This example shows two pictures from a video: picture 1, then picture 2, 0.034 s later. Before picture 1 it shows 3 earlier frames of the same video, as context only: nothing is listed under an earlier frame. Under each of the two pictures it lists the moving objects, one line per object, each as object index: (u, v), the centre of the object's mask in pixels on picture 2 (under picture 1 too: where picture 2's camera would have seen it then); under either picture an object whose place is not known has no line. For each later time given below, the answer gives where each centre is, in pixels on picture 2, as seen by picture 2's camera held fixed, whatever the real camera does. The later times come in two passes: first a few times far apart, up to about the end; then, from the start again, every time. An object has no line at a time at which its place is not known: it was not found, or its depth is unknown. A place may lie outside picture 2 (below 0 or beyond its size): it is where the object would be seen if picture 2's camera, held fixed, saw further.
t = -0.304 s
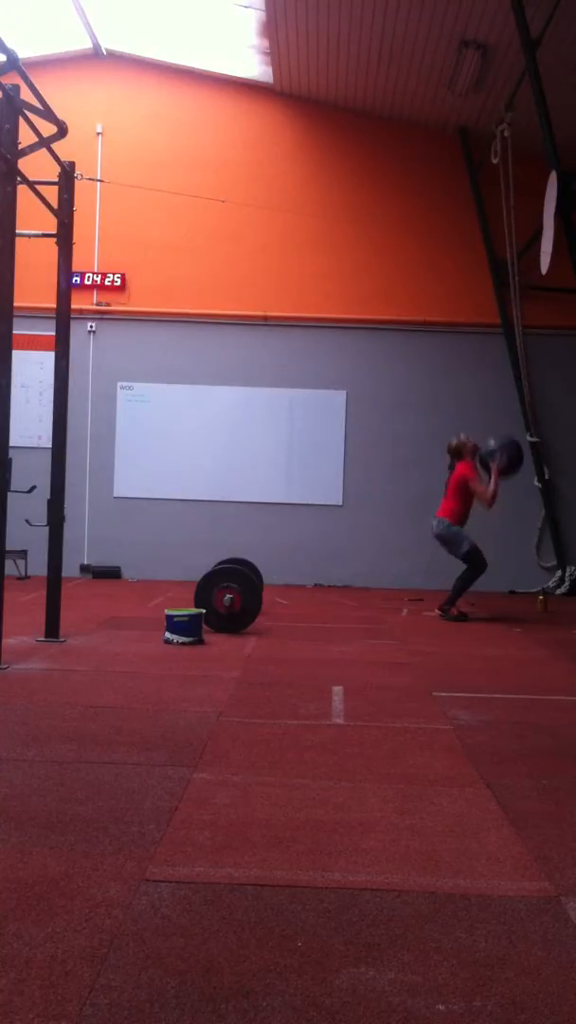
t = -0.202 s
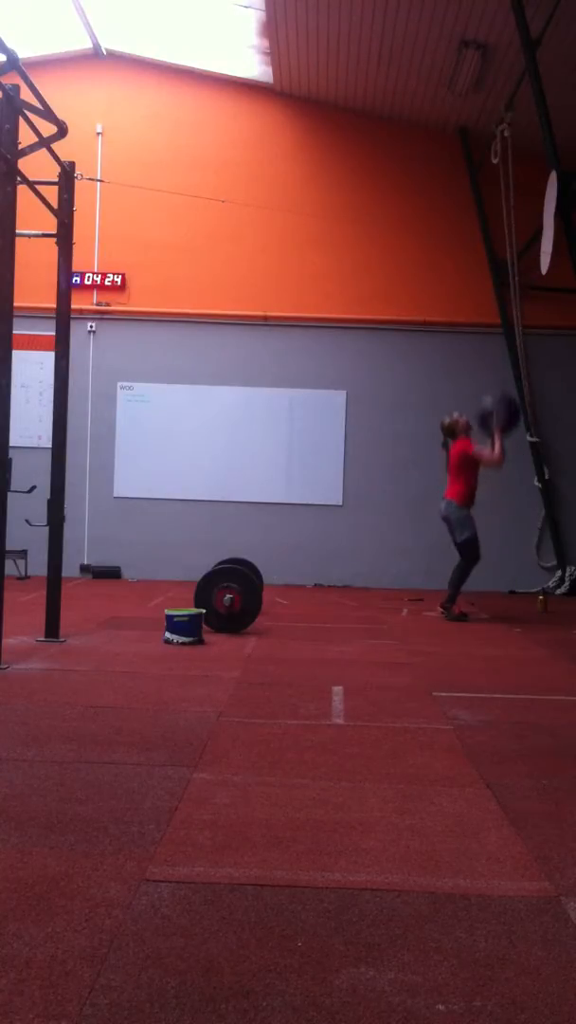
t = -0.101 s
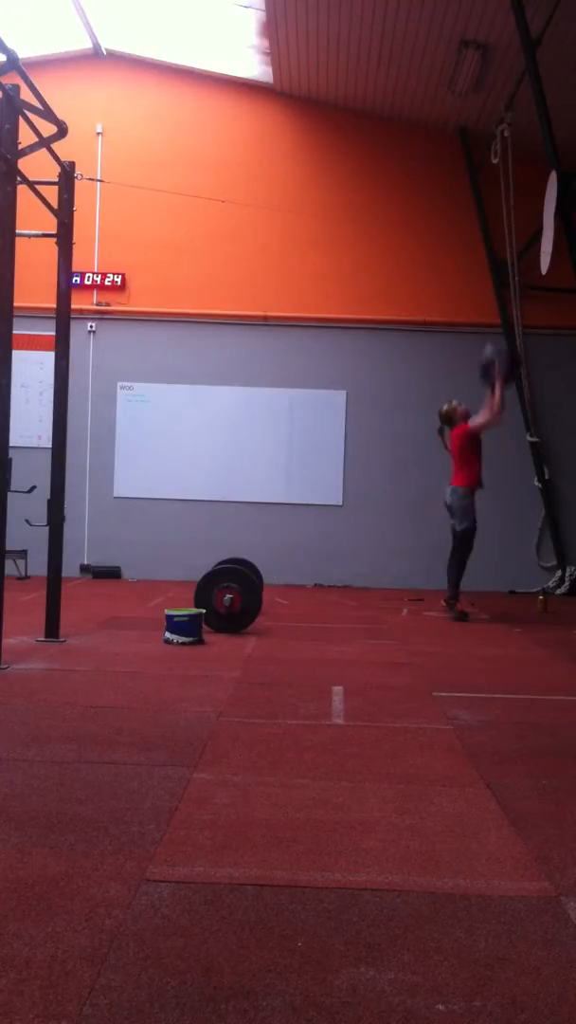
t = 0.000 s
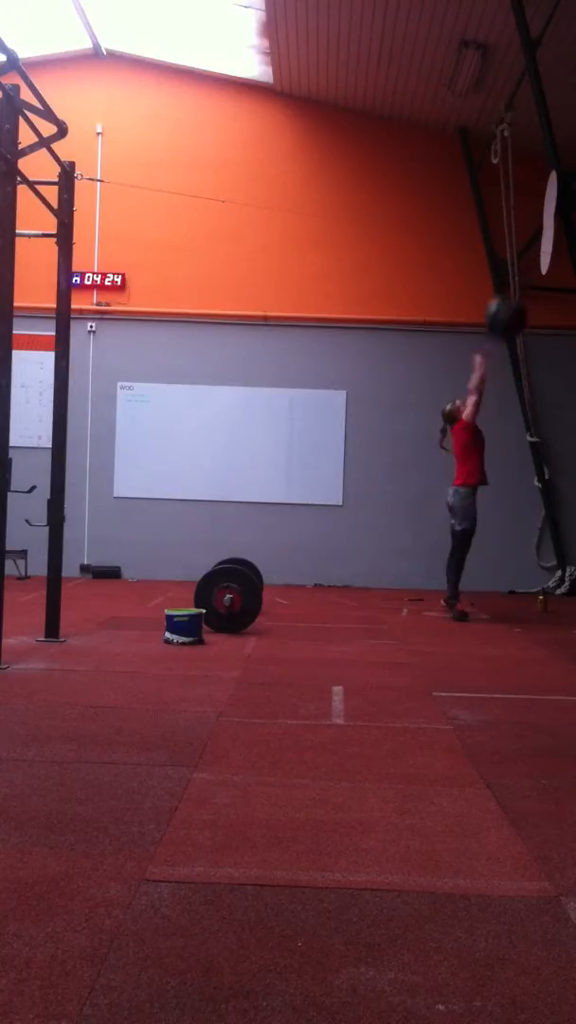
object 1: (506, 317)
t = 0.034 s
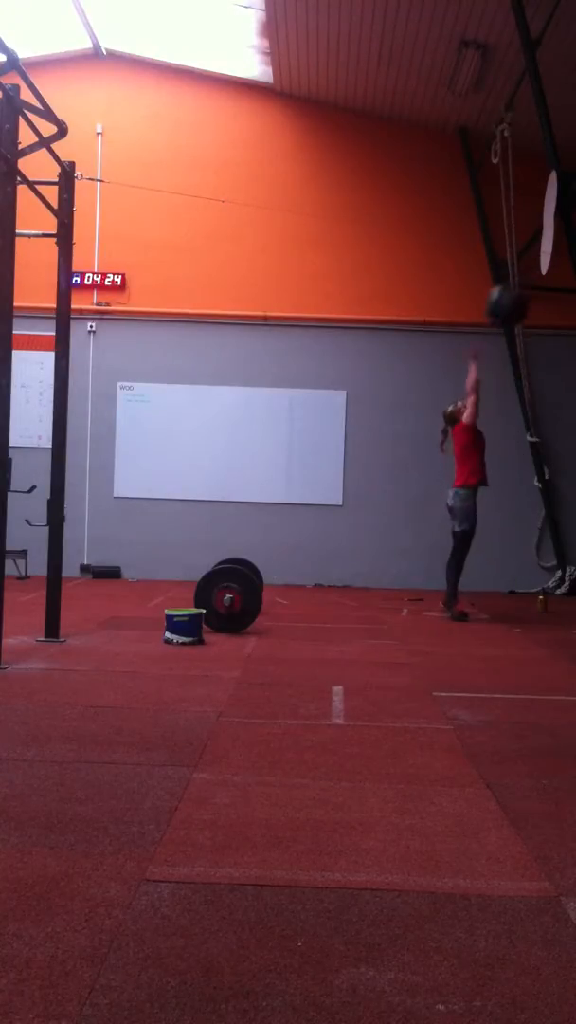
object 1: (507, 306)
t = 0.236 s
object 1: (518, 261)
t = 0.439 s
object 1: (525, 260)
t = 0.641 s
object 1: (519, 306)
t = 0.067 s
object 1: (508, 294)
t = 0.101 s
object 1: (509, 285)
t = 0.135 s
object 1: (513, 276)
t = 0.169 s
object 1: (513, 272)
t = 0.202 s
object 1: (514, 265)
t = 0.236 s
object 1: (518, 261)
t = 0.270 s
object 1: (520, 258)
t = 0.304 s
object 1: (521, 256)
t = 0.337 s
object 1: (523, 255)
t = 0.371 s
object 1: (524, 256)
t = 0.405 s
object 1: (525, 257)
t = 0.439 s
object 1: (525, 260)
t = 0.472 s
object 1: (524, 264)
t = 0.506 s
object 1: (522, 270)
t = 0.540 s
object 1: (521, 276)
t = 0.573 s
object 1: (518, 285)
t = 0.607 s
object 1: (517, 297)
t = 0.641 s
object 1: (519, 306)
